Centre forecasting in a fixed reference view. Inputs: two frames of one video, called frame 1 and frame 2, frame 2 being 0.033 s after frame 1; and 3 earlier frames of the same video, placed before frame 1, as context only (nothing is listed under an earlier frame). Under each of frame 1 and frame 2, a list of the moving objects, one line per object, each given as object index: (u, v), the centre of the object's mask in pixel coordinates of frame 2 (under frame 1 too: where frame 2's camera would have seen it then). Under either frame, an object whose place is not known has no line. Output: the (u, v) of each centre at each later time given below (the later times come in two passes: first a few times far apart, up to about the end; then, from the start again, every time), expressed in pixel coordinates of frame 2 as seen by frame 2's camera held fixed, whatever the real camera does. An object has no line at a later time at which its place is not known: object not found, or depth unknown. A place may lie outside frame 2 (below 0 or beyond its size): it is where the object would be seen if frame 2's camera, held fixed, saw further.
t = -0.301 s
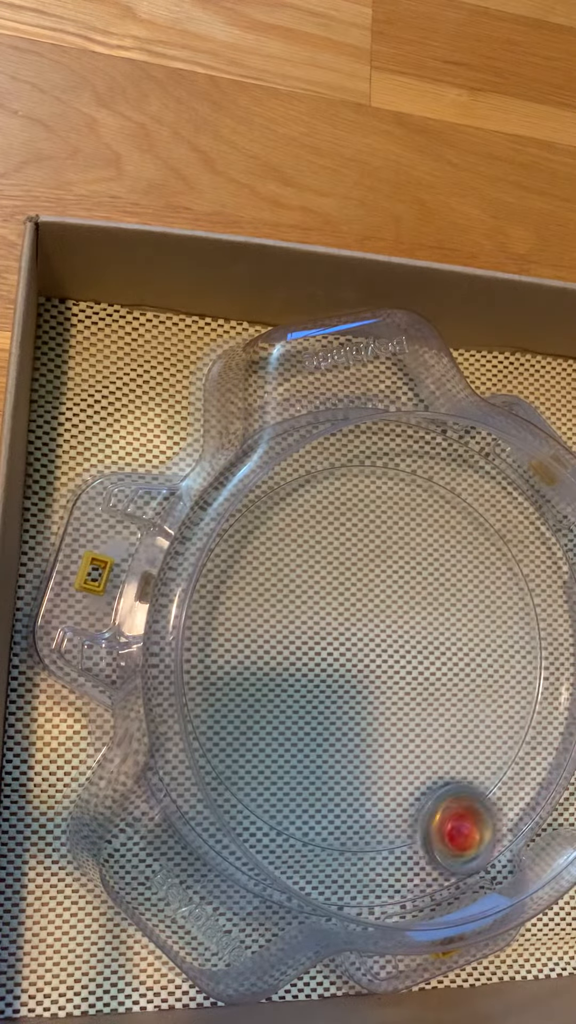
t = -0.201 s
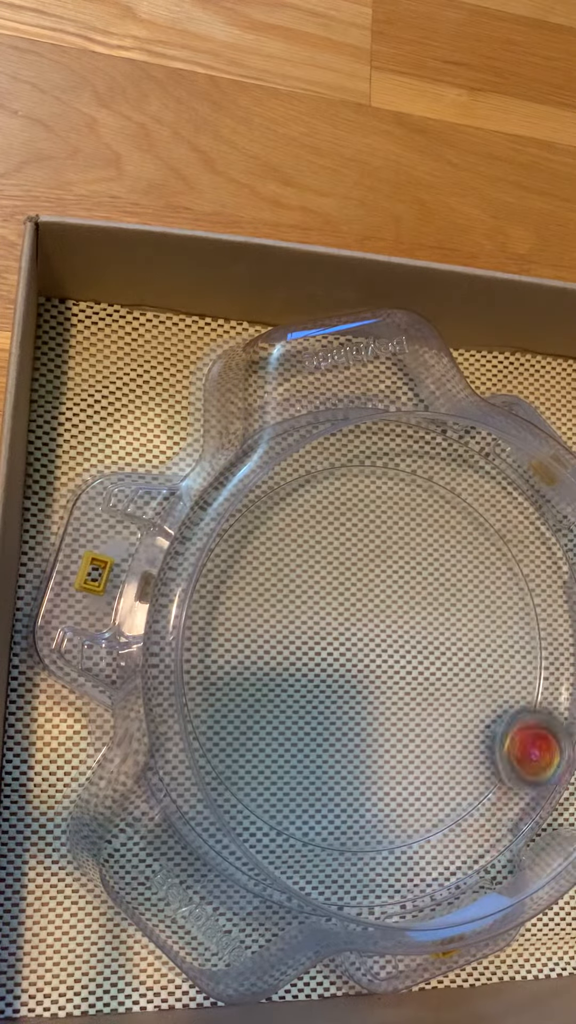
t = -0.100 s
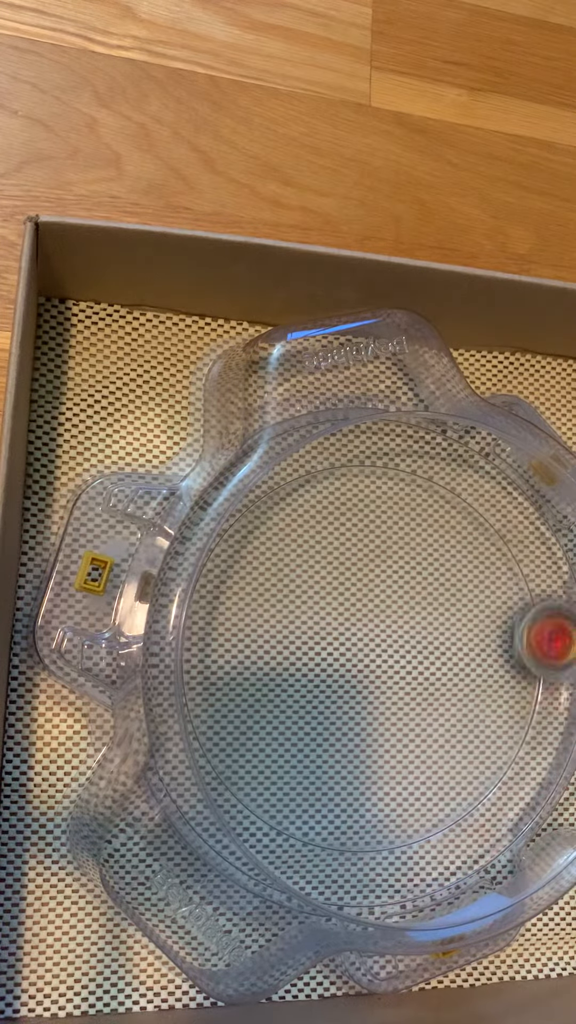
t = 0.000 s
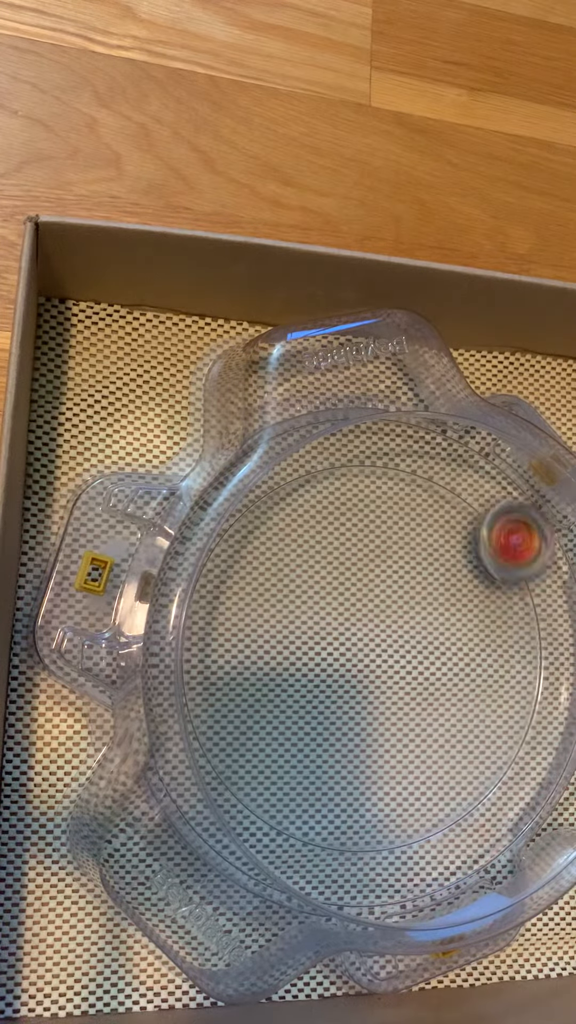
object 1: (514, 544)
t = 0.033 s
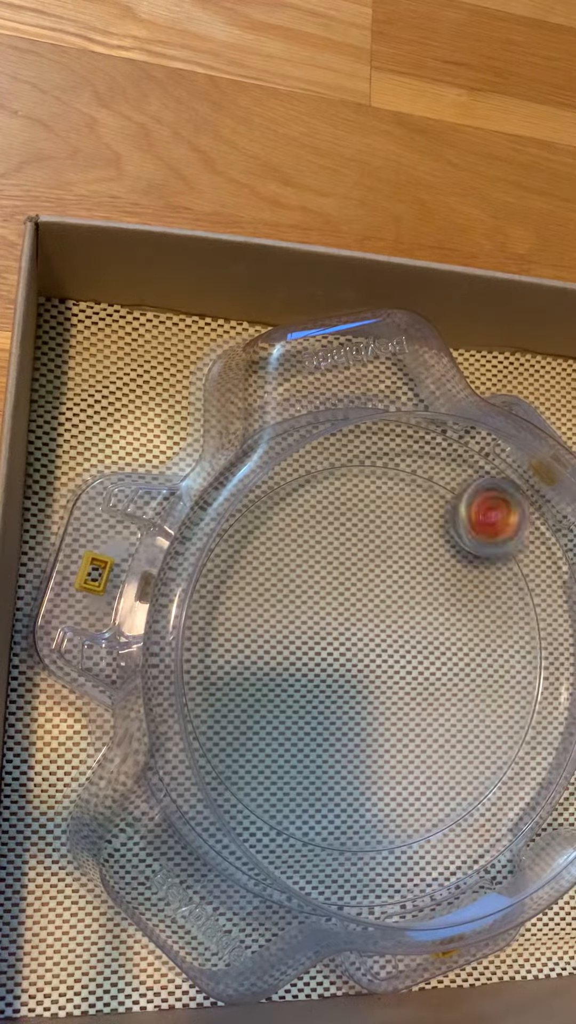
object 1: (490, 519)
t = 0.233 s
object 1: (297, 500)
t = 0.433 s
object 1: (212, 703)
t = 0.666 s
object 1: (398, 848)
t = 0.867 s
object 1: (542, 716)
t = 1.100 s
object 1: (465, 502)
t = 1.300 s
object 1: (278, 513)
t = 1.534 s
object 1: (227, 754)
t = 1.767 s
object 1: (440, 838)
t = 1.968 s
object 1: (546, 672)
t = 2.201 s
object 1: (434, 488)
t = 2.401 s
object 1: (252, 544)
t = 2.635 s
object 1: (257, 787)
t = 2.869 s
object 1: (476, 818)
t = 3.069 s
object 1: (545, 635)
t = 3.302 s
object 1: (396, 482)
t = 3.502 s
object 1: (234, 577)
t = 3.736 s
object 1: (284, 810)
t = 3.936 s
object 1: (474, 810)
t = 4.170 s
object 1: (534, 595)
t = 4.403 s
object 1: (356, 483)
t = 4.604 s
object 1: (223, 623)
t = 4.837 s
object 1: (332, 826)
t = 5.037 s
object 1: (504, 773)
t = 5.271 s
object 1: (510, 559)
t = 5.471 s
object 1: (342, 495)
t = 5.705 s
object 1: (224, 680)
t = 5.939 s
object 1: (381, 833)
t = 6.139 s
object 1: (524, 720)
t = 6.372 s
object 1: (465, 521)
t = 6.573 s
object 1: (293, 525)
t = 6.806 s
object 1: (247, 740)
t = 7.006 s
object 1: (410, 819)
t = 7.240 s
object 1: (530, 658)
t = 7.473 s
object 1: (407, 502)
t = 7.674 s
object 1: (254, 578)
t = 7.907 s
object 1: (295, 789)
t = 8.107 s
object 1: (462, 789)
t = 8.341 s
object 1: (507, 596)
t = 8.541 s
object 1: (372, 507)
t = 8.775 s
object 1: (239, 646)
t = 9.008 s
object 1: (357, 807)
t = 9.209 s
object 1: (499, 731)
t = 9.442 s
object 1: (467, 548)
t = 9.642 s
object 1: (311, 534)
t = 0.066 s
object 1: (461, 498)
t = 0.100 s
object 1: (429, 485)
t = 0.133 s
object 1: (396, 476)
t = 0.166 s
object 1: (362, 476)
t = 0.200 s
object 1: (328, 484)
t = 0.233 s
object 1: (297, 500)
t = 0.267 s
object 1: (269, 523)
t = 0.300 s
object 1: (247, 552)
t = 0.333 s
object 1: (231, 583)
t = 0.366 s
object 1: (219, 622)
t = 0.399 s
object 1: (214, 661)
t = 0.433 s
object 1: (212, 703)
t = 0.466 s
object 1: (223, 739)
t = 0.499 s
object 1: (242, 773)
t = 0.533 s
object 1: (267, 802)
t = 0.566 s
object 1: (295, 826)
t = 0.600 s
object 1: (329, 841)
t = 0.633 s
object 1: (364, 849)
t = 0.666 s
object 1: (398, 848)
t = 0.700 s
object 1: (431, 840)
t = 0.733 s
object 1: (463, 826)
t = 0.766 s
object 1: (490, 805)
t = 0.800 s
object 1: (513, 778)
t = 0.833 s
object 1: (534, 748)
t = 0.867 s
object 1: (542, 716)
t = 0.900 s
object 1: (546, 681)
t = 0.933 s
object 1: (546, 644)
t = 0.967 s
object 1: (543, 611)
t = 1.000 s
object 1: (533, 577)
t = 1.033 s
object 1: (515, 549)
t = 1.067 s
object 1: (493, 522)
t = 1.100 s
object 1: (465, 502)
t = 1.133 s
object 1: (435, 488)
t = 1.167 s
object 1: (403, 479)
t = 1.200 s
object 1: (371, 476)
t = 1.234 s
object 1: (338, 478)
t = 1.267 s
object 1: (308, 490)
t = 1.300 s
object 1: (278, 513)
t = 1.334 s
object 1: (253, 538)
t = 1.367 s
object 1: (234, 569)
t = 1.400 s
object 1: (222, 603)
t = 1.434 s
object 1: (214, 639)
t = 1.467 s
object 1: (210, 678)
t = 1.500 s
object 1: (214, 717)
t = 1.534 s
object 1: (227, 754)
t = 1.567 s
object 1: (247, 786)
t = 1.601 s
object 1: (273, 812)
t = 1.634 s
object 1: (302, 831)
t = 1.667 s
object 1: (337, 844)
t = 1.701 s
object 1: (371, 848)
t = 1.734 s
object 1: (407, 847)
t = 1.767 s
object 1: (440, 838)
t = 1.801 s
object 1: (470, 821)
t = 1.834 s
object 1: (497, 799)
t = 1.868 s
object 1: (519, 773)
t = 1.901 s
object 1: (535, 742)
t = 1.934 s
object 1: (544, 708)
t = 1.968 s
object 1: (546, 672)
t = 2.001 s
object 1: (547, 637)
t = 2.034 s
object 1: (543, 604)
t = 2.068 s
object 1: (533, 572)
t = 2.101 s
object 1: (514, 543)
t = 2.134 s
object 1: (491, 519)
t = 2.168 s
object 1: (463, 502)
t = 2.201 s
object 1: (434, 488)
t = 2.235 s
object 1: (401, 478)
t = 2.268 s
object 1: (369, 474)
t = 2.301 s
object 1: (335, 481)
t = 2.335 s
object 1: (305, 497)
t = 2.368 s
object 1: (277, 518)
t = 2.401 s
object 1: (252, 544)
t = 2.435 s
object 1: (233, 574)
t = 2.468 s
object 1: (223, 609)
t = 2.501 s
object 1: (215, 644)
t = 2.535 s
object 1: (215, 686)
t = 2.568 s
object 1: (222, 722)
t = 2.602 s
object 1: (235, 756)
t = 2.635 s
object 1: (257, 787)
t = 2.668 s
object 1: (283, 815)
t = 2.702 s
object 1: (314, 834)
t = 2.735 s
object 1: (348, 845)
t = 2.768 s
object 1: (381, 849)
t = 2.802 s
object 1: (415, 845)
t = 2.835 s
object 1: (446, 834)
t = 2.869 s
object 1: (476, 818)
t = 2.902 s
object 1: (501, 795)
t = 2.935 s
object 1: (522, 768)
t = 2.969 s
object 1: (538, 737)
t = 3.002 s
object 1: (544, 704)
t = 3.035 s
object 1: (546, 670)
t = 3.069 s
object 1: (545, 635)
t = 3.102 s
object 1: (541, 603)
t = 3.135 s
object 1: (529, 572)
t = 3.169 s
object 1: (509, 542)
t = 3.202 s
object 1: (484, 521)
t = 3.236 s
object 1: (457, 502)
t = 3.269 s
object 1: (427, 488)
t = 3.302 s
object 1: (396, 482)
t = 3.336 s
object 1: (363, 482)
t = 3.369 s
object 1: (332, 486)
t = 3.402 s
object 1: (300, 500)
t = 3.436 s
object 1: (274, 520)
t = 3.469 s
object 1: (253, 548)
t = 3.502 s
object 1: (234, 577)
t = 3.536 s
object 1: (224, 611)
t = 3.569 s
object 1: (216, 648)
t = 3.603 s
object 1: (215, 687)
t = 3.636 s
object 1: (222, 722)
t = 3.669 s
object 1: (237, 756)
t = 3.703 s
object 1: (258, 786)
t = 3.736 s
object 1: (284, 810)
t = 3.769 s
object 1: (315, 829)
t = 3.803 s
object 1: (349, 839)
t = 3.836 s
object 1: (381, 841)
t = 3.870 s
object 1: (414, 836)
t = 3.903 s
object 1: (445, 828)
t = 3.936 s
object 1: (474, 810)
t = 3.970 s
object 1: (500, 787)
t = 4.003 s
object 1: (519, 759)
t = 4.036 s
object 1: (534, 728)
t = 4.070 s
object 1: (540, 694)
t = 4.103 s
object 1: (542, 660)
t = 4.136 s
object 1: (541, 627)
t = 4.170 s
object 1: (534, 595)
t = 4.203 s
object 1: (521, 565)
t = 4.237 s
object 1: (500, 538)
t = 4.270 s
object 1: (477, 517)
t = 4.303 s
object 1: (450, 498)
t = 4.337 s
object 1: (420, 487)
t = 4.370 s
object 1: (388, 484)
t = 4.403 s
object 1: (356, 483)
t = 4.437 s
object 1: (325, 491)
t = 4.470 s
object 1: (296, 508)
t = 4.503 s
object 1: (270, 531)
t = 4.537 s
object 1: (249, 558)
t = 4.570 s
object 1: (233, 589)
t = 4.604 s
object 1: (223, 623)
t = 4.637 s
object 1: (220, 659)
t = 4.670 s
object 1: (223, 698)
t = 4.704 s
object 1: (232, 734)
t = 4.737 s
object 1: (250, 766)
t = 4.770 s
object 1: (273, 793)
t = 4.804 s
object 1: (301, 813)
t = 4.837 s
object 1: (332, 826)
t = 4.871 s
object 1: (363, 834)
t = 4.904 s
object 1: (396, 835)
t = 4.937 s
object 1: (427, 828)
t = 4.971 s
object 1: (456, 815)
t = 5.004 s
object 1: (482, 795)
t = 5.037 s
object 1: (504, 773)
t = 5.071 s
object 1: (521, 746)
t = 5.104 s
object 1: (534, 716)
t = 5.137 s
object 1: (538, 682)
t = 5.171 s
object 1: (539, 648)
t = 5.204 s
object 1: (537, 618)
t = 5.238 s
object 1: (526, 588)
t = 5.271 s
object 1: (510, 559)
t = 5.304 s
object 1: (490, 534)
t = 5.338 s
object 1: (464, 513)
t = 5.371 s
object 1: (436, 499)
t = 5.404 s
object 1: (404, 490)
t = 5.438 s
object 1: (372, 489)
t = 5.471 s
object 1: (342, 495)
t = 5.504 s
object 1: (312, 507)
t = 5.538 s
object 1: (285, 525)
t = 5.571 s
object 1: (261, 549)
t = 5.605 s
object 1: (242, 578)
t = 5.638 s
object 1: (231, 611)
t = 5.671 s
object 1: (225, 645)
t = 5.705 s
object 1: (224, 680)
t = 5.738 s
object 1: (231, 716)
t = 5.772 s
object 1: (246, 748)
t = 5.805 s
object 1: (264, 777)
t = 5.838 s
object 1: (289, 800)
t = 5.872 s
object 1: (318, 818)
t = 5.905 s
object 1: (348, 828)
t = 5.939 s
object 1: (381, 833)
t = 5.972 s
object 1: (414, 827)
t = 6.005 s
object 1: (442, 816)
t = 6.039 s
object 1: (470, 798)
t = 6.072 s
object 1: (492, 776)
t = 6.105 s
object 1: (511, 750)
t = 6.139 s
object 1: (524, 720)
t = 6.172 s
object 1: (531, 688)
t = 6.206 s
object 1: (533, 657)
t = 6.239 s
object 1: (530, 625)
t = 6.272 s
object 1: (519, 595)
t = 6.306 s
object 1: (506, 568)
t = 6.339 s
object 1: (488, 543)
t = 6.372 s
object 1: (465, 521)
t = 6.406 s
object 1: (438, 505)
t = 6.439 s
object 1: (408, 496)
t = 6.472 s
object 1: (377, 494)
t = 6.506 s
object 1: (346, 498)
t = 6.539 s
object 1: (318, 507)
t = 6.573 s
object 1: (293, 525)
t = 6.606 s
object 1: (271, 547)
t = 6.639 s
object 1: (251, 574)
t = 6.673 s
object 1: (237, 604)
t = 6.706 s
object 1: (230, 638)
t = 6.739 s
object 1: (228, 674)
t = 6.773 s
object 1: (233, 707)
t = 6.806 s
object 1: (247, 740)
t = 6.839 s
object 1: (266, 770)
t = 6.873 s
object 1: (290, 794)
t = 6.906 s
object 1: (319, 811)
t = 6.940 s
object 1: (347, 819)
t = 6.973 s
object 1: (379, 823)
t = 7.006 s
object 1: (410, 819)
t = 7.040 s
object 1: (436, 809)
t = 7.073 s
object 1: (464, 795)
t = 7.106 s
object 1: (488, 774)
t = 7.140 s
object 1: (507, 749)
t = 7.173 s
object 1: (519, 720)
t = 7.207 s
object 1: (526, 689)
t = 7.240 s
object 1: (530, 658)
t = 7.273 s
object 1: (526, 627)
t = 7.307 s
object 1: (516, 598)
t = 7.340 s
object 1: (501, 571)
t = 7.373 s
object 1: (484, 548)
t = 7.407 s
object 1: (463, 528)
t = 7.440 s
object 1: (436, 511)
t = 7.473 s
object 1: (407, 502)
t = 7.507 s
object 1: (376, 500)
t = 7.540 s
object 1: (346, 505)
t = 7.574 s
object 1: (319, 514)
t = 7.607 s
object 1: (293, 532)
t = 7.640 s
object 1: (272, 554)
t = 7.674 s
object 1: (254, 578)
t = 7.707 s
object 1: (241, 608)
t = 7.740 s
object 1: (233, 641)
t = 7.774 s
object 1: (232, 675)
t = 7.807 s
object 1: (237, 711)
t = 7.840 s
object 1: (253, 742)
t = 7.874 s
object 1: (272, 767)
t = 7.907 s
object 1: (295, 789)
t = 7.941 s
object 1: (321, 805)
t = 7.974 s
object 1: (349, 815)
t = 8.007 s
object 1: (378, 819)
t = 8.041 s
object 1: (410, 815)
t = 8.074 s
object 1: (436, 804)
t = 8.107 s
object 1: (462, 789)
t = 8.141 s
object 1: (483, 767)
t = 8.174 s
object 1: (499, 744)
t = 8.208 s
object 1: (511, 718)
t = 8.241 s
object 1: (519, 688)
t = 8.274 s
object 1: (521, 656)
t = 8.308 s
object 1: (518, 625)
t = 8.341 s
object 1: (507, 596)
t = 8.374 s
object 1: (494, 571)
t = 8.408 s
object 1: (474, 550)
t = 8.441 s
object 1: (452, 531)
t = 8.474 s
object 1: (429, 518)
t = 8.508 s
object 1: (401, 508)
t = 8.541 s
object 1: (372, 507)
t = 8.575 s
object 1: (344, 511)
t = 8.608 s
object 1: (316, 522)
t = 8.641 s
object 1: (293, 540)
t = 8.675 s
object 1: (274, 561)
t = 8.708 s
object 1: (257, 586)
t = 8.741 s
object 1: (245, 615)
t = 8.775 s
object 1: (239, 646)
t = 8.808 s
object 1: (240, 680)
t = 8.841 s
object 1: (249, 712)
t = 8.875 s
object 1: (262, 739)
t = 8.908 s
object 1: (281, 764)
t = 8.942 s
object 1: (302, 784)
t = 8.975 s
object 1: (328, 799)
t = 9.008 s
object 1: (357, 807)
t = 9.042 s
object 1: (387, 808)
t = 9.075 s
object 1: (415, 802)
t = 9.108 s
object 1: (441, 791)
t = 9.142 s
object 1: (461, 776)
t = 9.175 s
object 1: (483, 757)
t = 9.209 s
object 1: (499, 731)
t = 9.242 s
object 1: (508, 704)
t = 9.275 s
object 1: (514, 676)
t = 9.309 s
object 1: (513, 649)
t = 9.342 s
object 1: (509, 621)
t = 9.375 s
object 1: (501, 594)
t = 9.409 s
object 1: (485, 569)
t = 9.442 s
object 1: (467, 548)
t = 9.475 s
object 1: (444, 532)
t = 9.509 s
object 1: (418, 521)
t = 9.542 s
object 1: (392, 516)
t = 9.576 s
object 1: (365, 514)
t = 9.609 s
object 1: (338, 521)
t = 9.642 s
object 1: (311, 534)
